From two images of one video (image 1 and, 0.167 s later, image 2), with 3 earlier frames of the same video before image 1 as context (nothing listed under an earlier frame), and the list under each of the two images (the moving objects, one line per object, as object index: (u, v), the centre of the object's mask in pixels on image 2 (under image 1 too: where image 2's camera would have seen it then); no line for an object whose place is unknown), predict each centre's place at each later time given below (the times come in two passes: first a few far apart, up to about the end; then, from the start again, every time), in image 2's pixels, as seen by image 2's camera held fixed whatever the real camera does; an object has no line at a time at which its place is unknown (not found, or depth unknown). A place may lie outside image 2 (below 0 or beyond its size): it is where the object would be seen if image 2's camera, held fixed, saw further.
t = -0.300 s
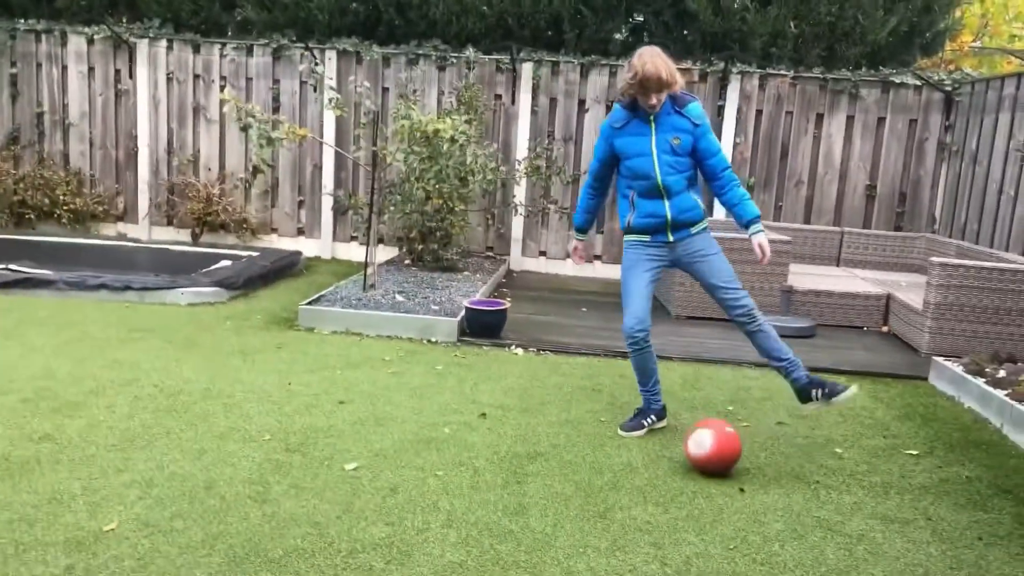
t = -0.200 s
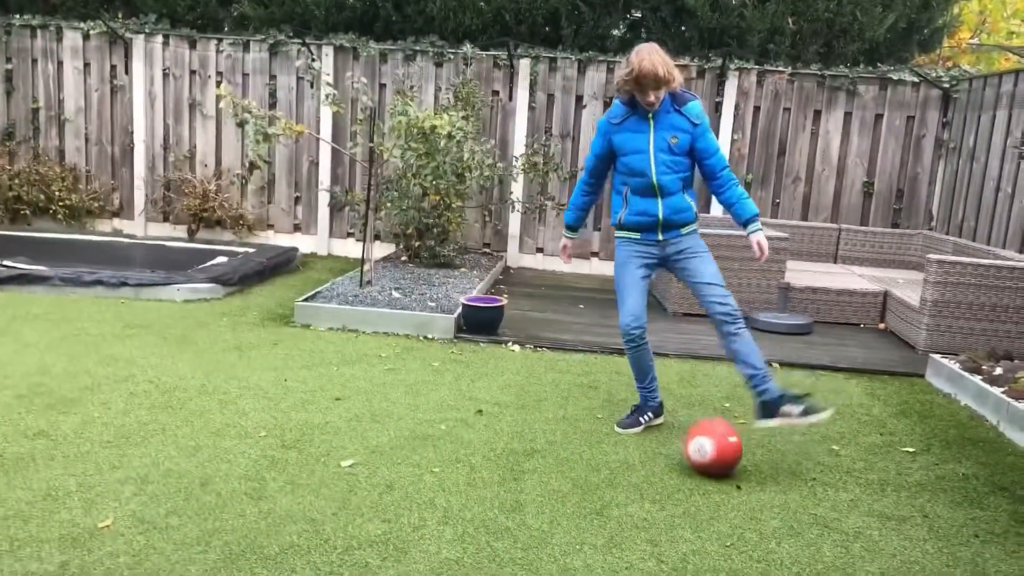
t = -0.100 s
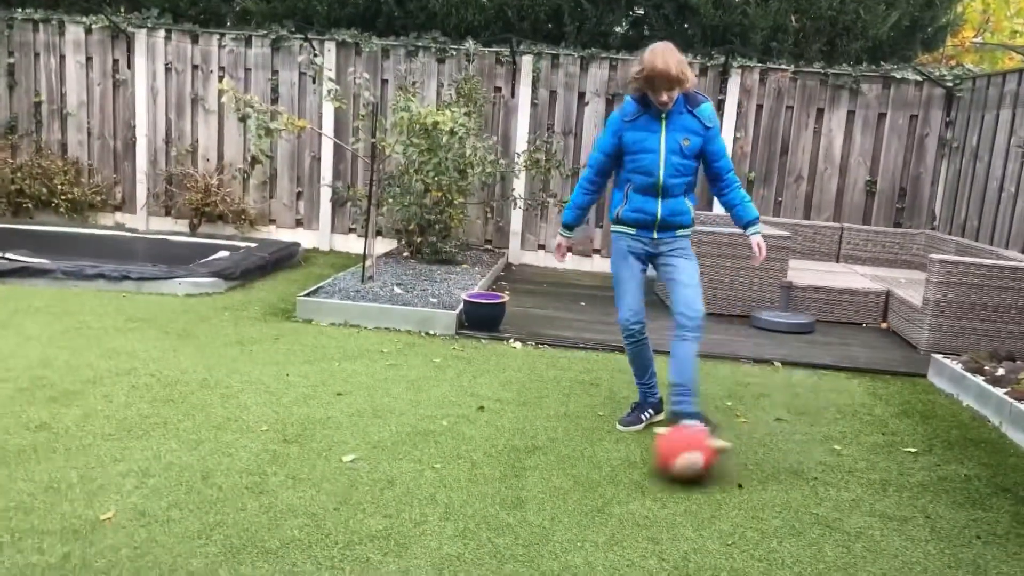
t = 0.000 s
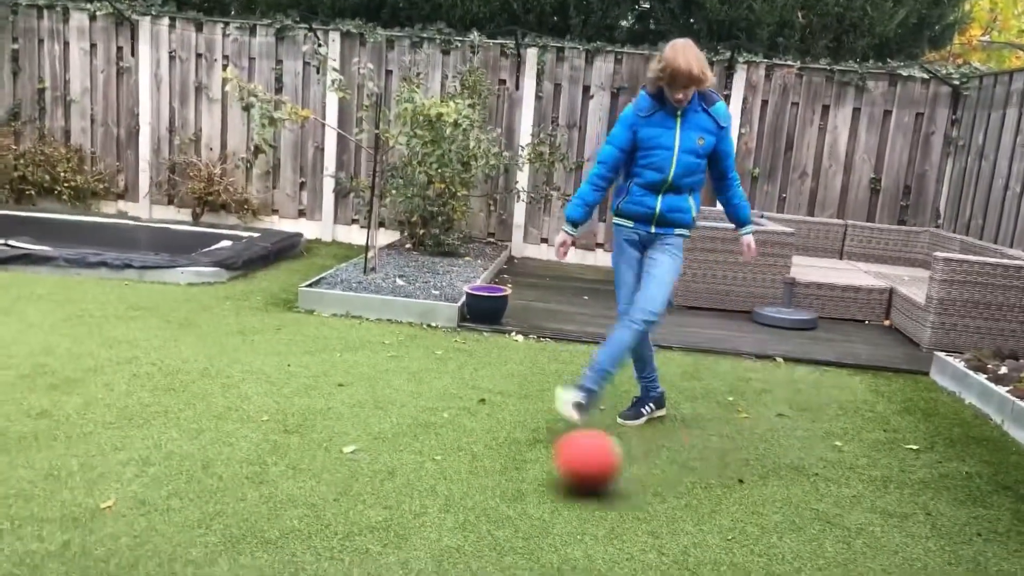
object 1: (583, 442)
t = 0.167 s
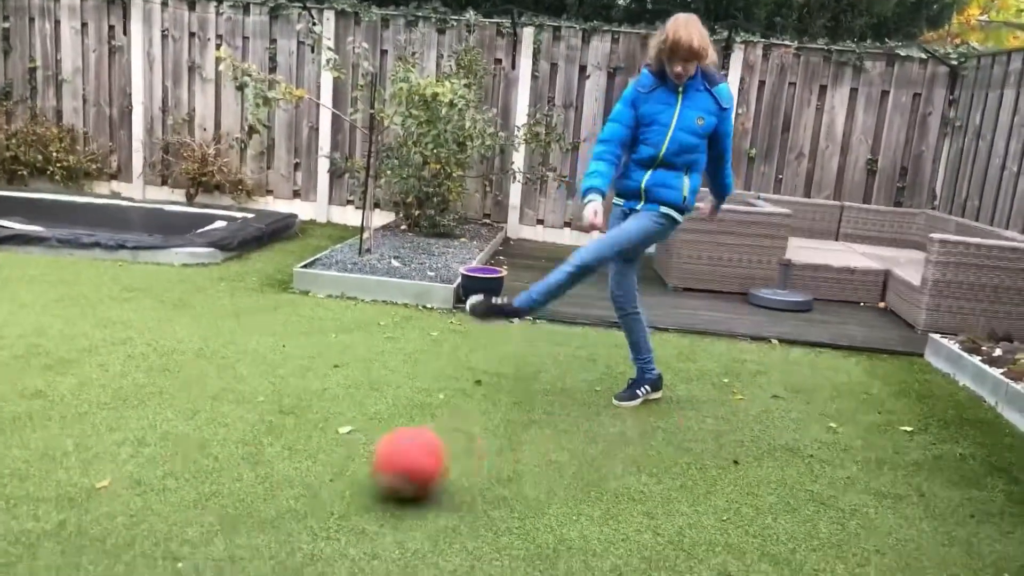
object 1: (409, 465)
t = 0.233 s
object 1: (342, 472)
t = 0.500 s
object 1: (56, 506)
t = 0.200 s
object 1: (374, 470)
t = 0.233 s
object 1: (342, 472)
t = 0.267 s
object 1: (310, 475)
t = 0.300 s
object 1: (275, 482)
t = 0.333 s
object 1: (240, 483)
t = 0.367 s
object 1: (207, 487)
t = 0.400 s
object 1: (169, 493)
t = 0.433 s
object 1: (133, 495)
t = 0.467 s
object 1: (97, 501)
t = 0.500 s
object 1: (56, 506)
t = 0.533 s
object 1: (18, 509)
